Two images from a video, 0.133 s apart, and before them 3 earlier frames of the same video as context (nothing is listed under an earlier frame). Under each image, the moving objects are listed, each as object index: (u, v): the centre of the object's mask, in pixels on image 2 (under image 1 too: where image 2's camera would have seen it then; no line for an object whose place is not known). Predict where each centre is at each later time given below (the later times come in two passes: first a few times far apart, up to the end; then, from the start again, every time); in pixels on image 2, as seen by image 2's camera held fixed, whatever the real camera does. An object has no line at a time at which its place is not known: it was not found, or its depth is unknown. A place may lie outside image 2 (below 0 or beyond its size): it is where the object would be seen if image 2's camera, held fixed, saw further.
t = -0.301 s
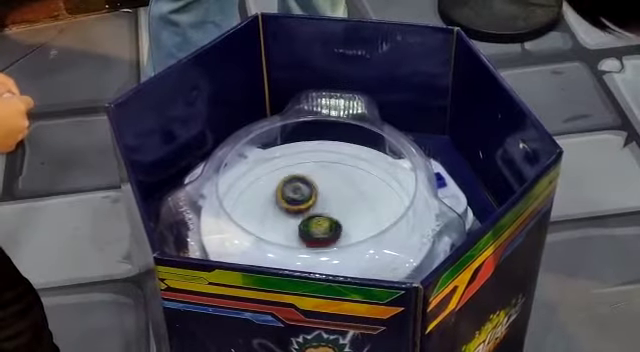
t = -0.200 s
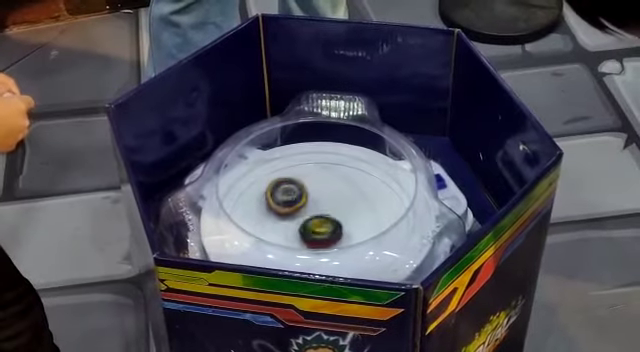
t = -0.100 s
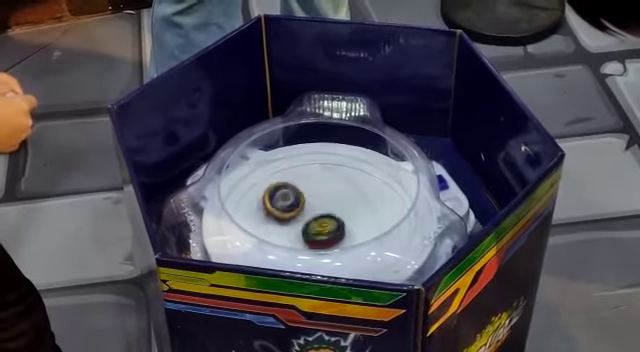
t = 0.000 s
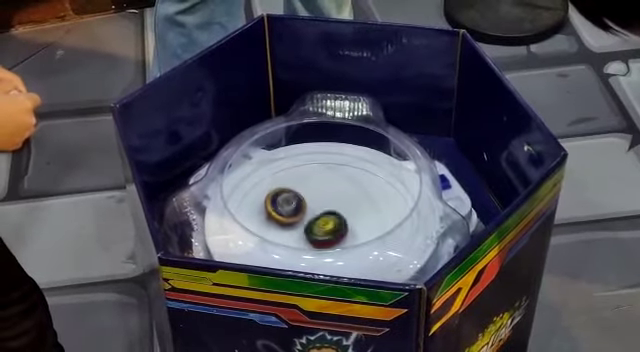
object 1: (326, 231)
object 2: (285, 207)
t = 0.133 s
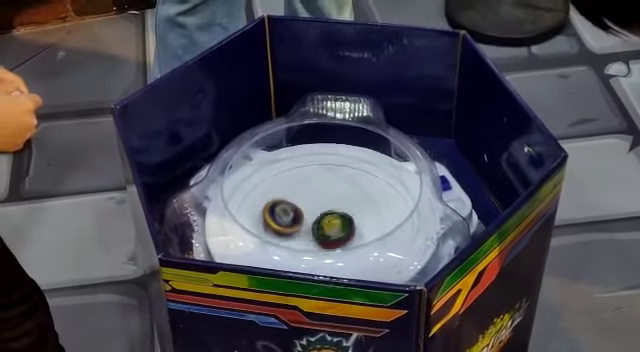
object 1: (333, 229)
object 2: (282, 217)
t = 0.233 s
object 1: (336, 228)
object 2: (280, 226)
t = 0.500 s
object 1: (332, 226)
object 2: (297, 244)
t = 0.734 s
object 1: (328, 222)
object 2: (320, 255)
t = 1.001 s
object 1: (320, 222)
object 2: (348, 245)
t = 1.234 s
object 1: (317, 225)
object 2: (363, 224)
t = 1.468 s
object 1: (319, 227)
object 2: (357, 205)
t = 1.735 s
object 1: (320, 230)
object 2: (330, 191)
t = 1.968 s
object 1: (320, 228)
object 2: (302, 196)
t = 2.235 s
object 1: (331, 229)
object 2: (273, 215)
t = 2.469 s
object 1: (330, 229)
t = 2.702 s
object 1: (331, 222)
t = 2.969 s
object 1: (323, 218)
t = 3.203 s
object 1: (313, 215)
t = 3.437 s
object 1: (308, 212)
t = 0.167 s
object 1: (335, 229)
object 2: (281, 220)
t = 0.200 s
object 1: (336, 228)
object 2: (280, 223)
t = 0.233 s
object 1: (336, 228)
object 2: (280, 226)
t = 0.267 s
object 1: (336, 227)
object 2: (281, 228)
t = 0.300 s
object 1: (336, 227)
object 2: (282, 231)
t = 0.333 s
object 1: (335, 227)
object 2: (284, 233)
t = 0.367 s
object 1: (335, 226)
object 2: (286, 236)
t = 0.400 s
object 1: (334, 226)
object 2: (288, 238)
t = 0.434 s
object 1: (334, 226)
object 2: (290, 240)
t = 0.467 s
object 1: (333, 226)
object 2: (293, 242)
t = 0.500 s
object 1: (332, 226)
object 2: (297, 244)
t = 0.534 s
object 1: (332, 225)
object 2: (300, 246)
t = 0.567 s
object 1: (331, 224)
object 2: (303, 248)
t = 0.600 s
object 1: (330, 223)
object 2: (306, 252)
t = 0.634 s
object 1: (329, 223)
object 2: (311, 253)
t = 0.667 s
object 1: (329, 222)
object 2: (314, 254)
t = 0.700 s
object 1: (328, 222)
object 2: (317, 254)
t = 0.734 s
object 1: (328, 222)
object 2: (320, 255)
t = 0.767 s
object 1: (327, 222)
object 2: (323, 255)
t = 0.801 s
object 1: (326, 222)
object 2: (326, 252)
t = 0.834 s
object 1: (324, 221)
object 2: (332, 252)
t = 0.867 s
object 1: (323, 221)
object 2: (335, 252)
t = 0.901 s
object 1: (322, 222)
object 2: (338, 251)
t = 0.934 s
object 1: (322, 222)
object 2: (342, 250)
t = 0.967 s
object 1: (321, 222)
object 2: (344, 247)
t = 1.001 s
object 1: (320, 222)
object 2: (348, 245)
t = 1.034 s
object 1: (318, 223)
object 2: (352, 243)
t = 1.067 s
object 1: (317, 223)
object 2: (354, 241)
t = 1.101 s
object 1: (317, 223)
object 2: (357, 236)
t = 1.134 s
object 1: (317, 224)
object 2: (359, 234)
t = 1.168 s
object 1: (317, 224)
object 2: (361, 231)
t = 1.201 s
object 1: (317, 224)
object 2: (362, 228)
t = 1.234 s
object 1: (317, 225)
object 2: (363, 224)
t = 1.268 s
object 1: (317, 225)
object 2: (364, 221)
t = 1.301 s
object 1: (317, 226)
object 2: (364, 218)
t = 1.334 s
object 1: (317, 226)
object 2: (364, 215)
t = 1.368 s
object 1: (318, 226)
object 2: (363, 212)
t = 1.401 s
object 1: (318, 227)
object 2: (361, 209)
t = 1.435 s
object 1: (319, 227)
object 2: (360, 207)
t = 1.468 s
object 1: (319, 227)
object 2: (357, 205)
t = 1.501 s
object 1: (319, 227)
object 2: (354, 204)
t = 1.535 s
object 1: (320, 227)
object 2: (351, 202)
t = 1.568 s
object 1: (320, 228)
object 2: (348, 199)
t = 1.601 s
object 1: (319, 230)
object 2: (345, 197)
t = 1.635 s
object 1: (319, 230)
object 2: (341, 195)
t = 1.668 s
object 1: (320, 230)
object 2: (338, 193)
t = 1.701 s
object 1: (320, 229)
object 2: (334, 192)
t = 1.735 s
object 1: (320, 230)
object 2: (330, 191)
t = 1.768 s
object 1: (320, 230)
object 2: (326, 191)
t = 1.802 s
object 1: (320, 229)
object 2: (322, 191)
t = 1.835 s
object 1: (320, 230)
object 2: (317, 192)
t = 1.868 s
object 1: (320, 229)
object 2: (313, 192)
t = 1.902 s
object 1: (321, 229)
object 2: (310, 193)
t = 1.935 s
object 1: (320, 229)
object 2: (305, 195)
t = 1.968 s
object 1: (320, 228)
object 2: (302, 196)
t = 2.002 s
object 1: (320, 228)
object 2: (298, 198)
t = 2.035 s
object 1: (320, 228)
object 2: (293, 201)
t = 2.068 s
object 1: (321, 228)
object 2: (289, 203)
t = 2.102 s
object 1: (326, 229)
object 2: (283, 204)
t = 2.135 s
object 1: (329, 229)
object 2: (278, 206)
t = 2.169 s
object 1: (331, 229)
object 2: (275, 209)
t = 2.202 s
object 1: (331, 229)
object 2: (274, 212)
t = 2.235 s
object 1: (331, 229)
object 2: (273, 215)
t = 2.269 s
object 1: (330, 229)
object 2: (272, 218)
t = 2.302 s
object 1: (330, 229)
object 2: (272, 221)
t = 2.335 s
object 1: (331, 229)
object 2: (273, 223)
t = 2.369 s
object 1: (330, 229)
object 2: (274, 226)
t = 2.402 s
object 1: (330, 229)
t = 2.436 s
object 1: (329, 229)
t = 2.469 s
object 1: (330, 229)
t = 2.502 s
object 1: (330, 229)
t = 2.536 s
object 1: (331, 228)
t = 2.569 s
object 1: (331, 227)
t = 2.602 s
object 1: (332, 225)
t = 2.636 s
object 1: (332, 223)
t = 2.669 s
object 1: (331, 223)
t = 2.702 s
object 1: (331, 222)
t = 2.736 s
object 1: (330, 222)
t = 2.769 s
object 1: (329, 221)
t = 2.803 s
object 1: (328, 220)
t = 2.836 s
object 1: (327, 219)
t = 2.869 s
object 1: (326, 219)
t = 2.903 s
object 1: (325, 219)
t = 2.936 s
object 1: (324, 218)
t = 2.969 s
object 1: (323, 218)
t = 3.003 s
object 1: (322, 218)
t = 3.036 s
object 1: (322, 218)
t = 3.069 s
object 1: (321, 218)
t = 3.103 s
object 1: (320, 218)
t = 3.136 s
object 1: (319, 217)
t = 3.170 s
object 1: (315, 216)
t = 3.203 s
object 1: (313, 215)
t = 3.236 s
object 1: (310, 214)
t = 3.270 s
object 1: (308, 213)
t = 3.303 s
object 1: (307, 212)
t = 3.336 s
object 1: (306, 211)
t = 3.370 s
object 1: (306, 211)
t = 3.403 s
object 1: (306, 211)
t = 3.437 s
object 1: (308, 212)
